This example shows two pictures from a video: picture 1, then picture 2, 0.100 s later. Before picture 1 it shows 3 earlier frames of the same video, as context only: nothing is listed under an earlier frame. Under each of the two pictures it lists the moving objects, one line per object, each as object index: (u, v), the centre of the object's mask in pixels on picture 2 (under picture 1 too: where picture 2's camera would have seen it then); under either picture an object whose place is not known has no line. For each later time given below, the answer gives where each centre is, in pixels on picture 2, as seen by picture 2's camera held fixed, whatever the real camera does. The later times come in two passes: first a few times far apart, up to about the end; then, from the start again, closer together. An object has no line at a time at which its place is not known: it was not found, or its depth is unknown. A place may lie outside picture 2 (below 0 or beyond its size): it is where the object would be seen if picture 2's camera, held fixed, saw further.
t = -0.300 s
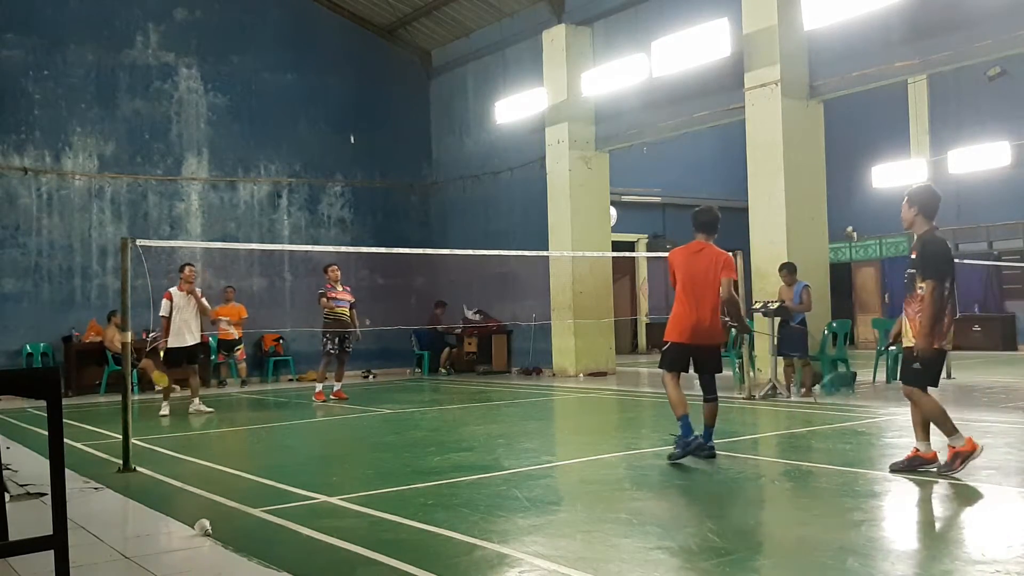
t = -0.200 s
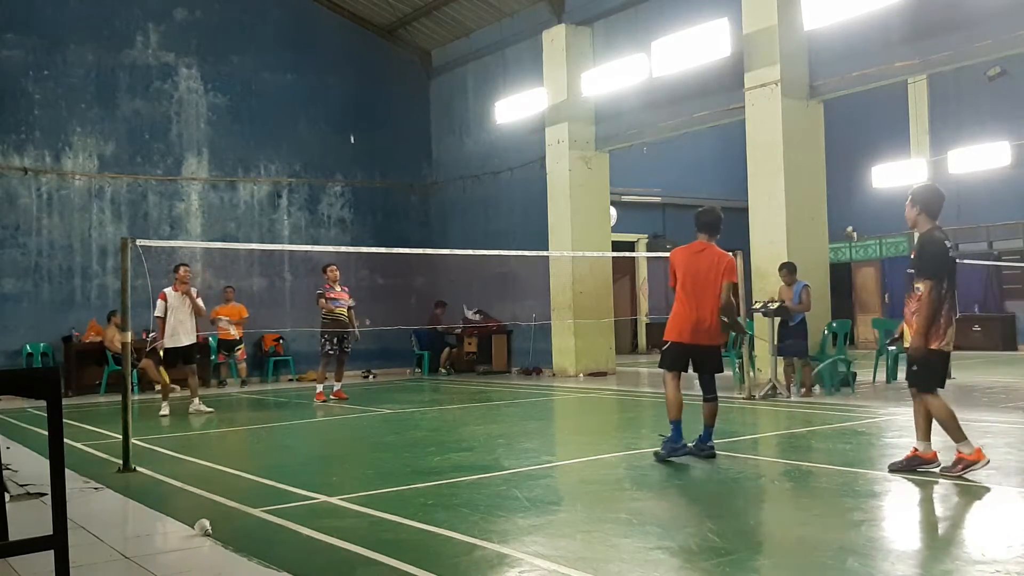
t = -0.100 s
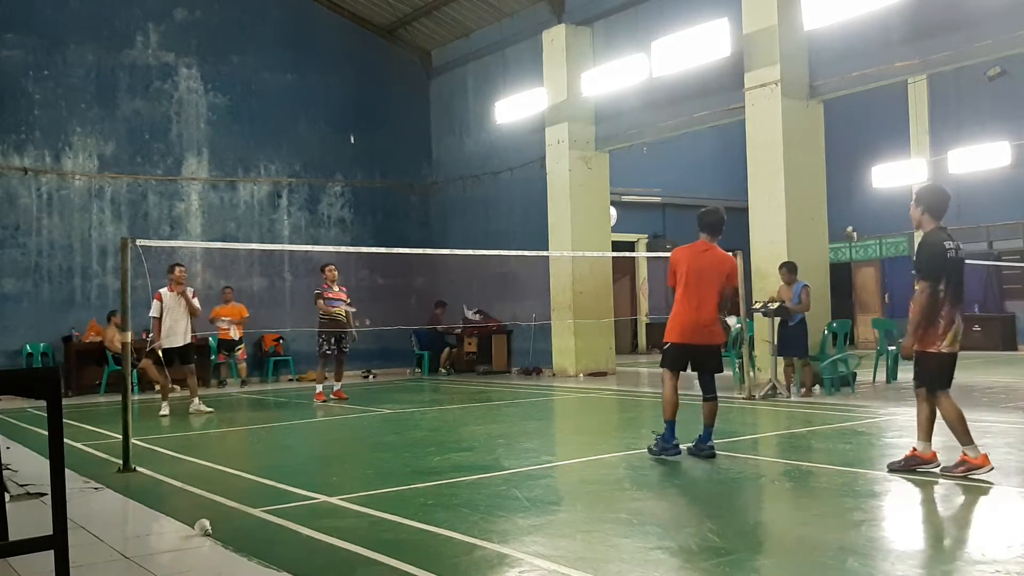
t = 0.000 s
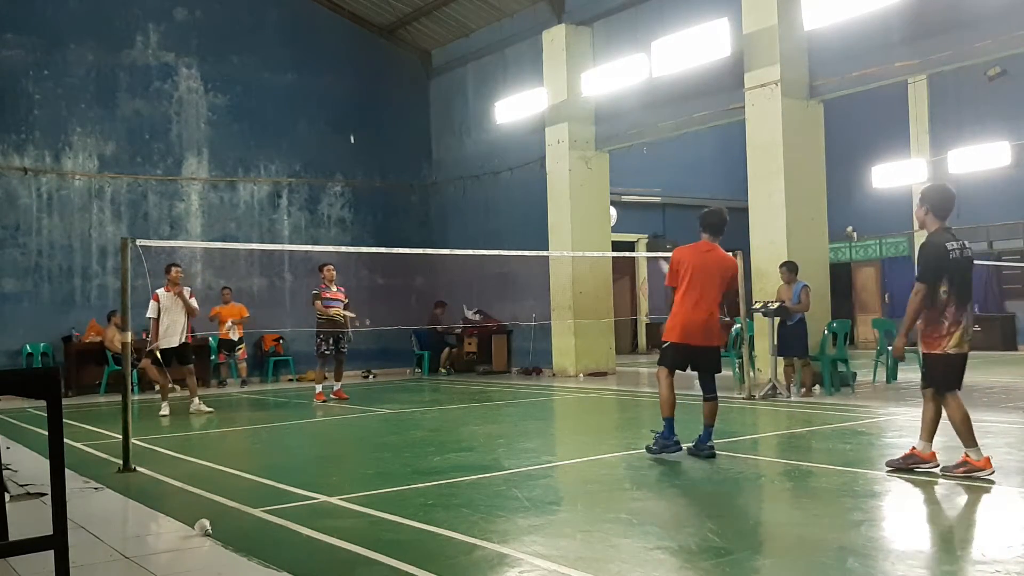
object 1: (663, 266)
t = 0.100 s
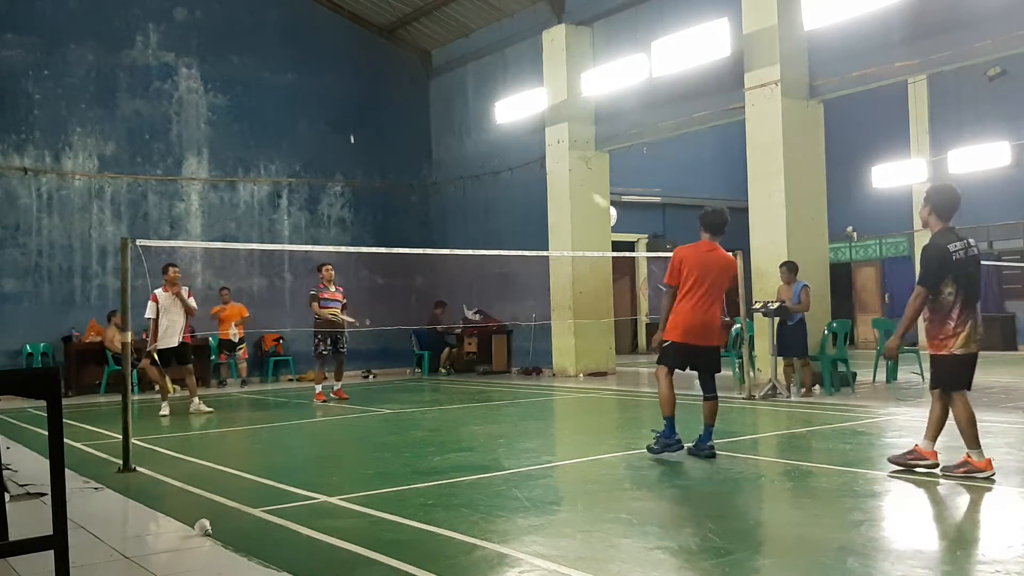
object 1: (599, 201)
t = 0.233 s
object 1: (537, 152)
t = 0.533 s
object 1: (449, 136)
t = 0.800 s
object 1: (402, 188)
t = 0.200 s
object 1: (549, 160)
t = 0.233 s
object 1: (537, 152)
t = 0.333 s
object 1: (502, 136)
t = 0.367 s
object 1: (492, 133)
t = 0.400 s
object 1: (482, 132)
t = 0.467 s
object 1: (464, 132)
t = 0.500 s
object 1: (457, 134)
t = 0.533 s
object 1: (449, 136)
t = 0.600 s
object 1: (433, 146)
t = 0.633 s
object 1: (428, 150)
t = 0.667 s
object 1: (423, 156)
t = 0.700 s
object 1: (418, 163)
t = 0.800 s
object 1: (402, 188)
